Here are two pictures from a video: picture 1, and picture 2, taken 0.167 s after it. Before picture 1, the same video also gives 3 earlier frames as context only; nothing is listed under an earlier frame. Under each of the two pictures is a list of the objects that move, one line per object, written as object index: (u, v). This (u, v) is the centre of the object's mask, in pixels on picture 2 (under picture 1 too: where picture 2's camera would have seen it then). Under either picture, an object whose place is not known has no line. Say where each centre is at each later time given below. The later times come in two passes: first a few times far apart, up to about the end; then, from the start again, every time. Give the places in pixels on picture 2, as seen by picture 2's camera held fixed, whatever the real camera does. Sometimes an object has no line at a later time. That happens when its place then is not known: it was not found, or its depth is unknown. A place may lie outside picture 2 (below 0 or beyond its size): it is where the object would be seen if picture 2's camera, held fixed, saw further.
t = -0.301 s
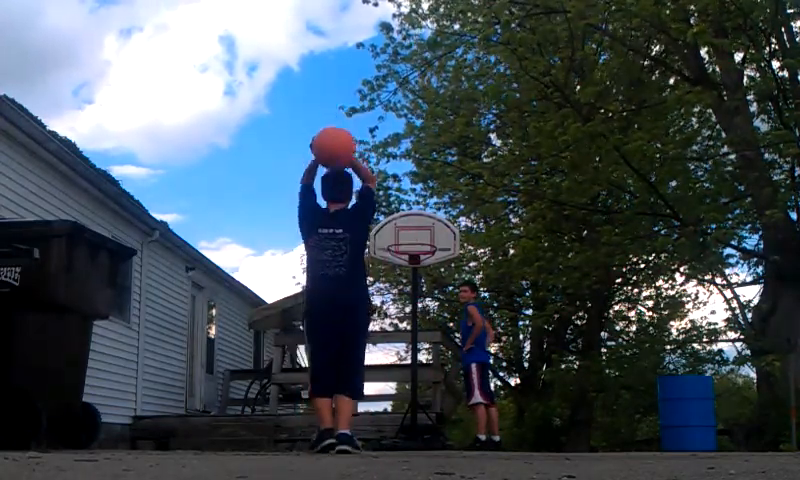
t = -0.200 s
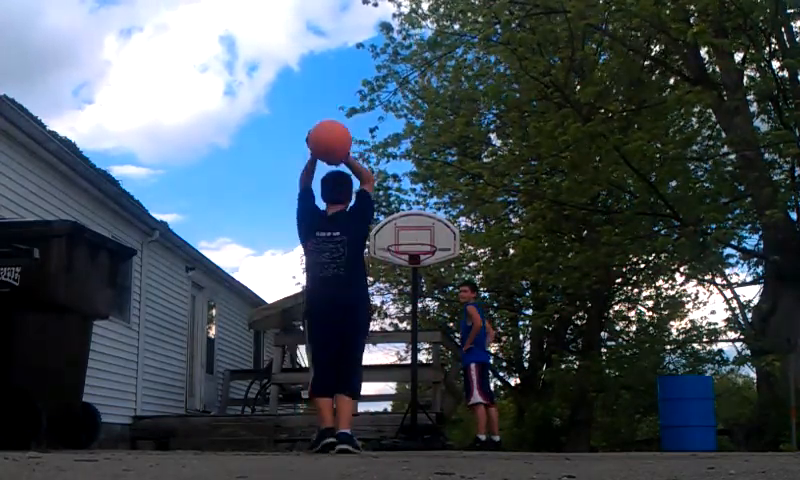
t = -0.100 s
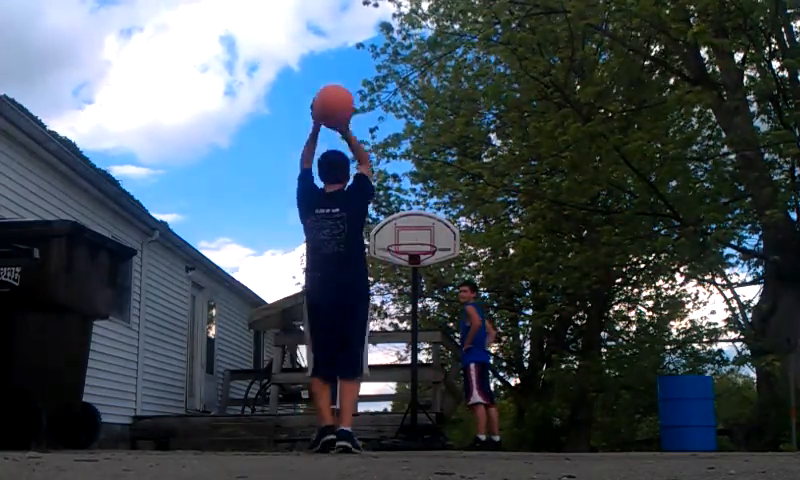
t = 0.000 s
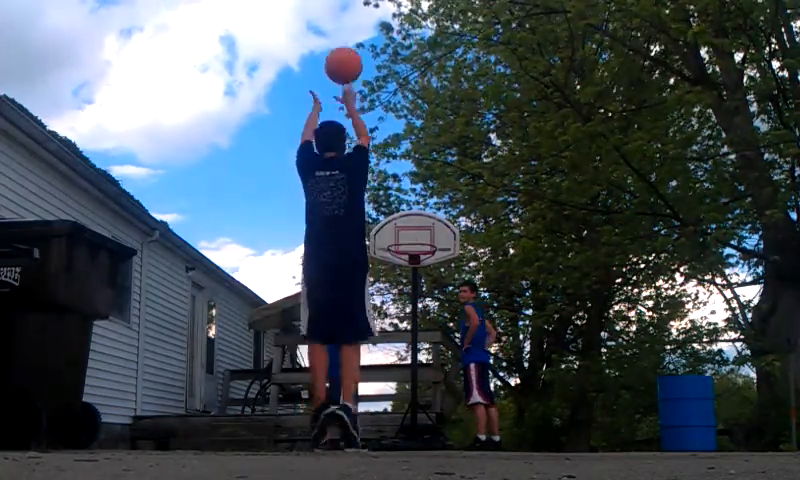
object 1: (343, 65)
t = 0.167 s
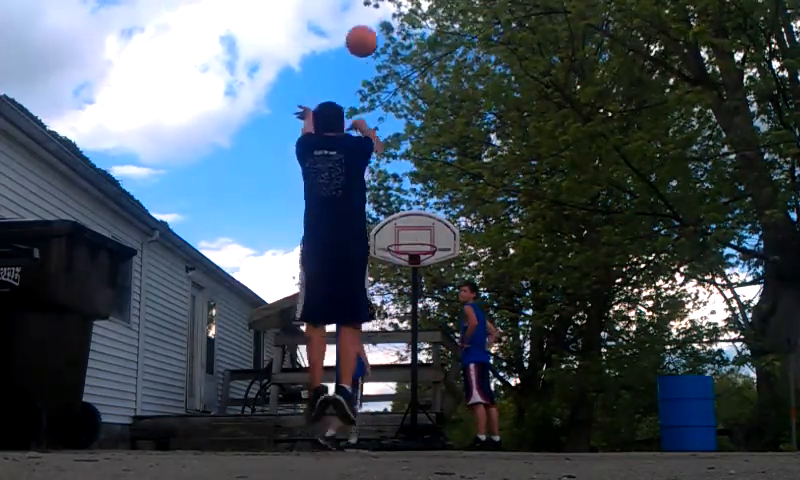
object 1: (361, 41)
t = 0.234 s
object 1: (367, 43)
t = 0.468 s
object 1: (384, 80)
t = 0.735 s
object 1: (399, 167)
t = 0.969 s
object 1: (408, 250)
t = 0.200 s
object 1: (364, 41)
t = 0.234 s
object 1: (367, 43)
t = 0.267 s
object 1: (370, 45)
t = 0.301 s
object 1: (372, 48)
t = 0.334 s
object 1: (375, 53)
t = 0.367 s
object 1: (377, 58)
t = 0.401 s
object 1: (380, 65)
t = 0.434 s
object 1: (382, 72)
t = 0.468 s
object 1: (384, 80)
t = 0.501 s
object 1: (386, 89)
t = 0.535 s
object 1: (388, 98)
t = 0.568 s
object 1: (390, 108)
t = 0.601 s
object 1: (392, 119)
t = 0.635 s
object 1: (394, 130)
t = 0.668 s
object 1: (396, 142)
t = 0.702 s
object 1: (397, 154)
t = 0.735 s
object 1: (399, 167)
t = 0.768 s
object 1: (401, 180)
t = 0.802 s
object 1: (403, 194)
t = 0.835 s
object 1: (404, 208)
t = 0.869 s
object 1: (406, 224)
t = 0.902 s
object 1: (407, 237)
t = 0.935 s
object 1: (408, 245)
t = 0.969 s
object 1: (408, 250)
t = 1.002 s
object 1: (410, 256)
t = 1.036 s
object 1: (410, 262)
